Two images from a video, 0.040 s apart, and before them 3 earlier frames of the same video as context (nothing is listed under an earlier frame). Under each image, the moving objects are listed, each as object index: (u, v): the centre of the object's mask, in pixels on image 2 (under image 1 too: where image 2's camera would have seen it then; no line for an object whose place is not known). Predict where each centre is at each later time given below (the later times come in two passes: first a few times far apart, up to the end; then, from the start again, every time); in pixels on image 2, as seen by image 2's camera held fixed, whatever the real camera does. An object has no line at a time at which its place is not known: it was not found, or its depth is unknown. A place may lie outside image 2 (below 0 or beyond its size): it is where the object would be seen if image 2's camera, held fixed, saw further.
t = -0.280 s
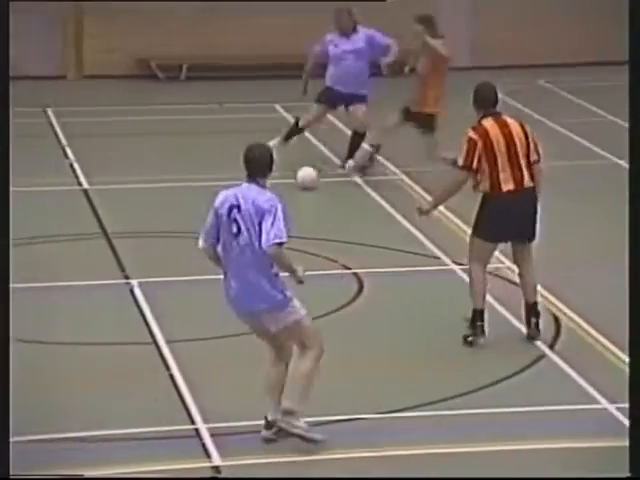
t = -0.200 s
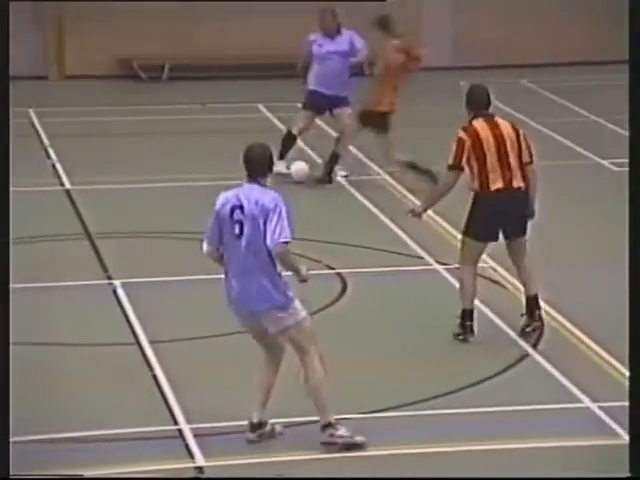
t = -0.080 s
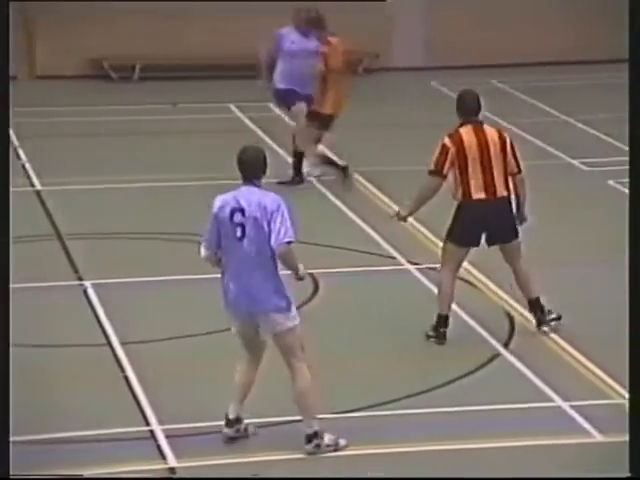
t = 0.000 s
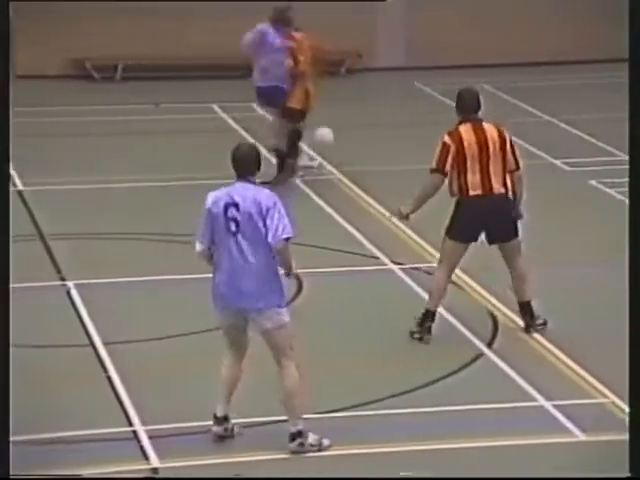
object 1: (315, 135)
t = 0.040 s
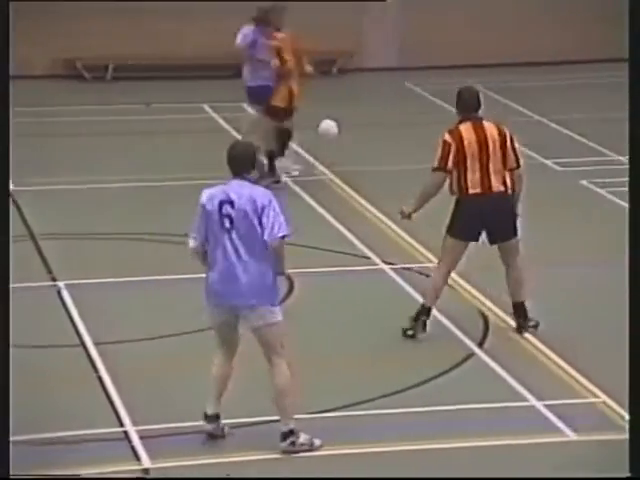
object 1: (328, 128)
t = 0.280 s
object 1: (408, 120)
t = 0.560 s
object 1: (504, 187)
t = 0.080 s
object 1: (341, 123)
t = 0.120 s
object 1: (354, 119)
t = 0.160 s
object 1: (367, 117)
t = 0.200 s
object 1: (381, 117)
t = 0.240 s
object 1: (395, 117)
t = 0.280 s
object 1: (408, 120)
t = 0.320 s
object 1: (422, 124)
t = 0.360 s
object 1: (436, 130)
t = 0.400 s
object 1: (448, 137)
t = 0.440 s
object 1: (462, 147)
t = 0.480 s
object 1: (477, 157)
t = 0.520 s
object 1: (489, 169)
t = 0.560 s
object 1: (504, 187)
